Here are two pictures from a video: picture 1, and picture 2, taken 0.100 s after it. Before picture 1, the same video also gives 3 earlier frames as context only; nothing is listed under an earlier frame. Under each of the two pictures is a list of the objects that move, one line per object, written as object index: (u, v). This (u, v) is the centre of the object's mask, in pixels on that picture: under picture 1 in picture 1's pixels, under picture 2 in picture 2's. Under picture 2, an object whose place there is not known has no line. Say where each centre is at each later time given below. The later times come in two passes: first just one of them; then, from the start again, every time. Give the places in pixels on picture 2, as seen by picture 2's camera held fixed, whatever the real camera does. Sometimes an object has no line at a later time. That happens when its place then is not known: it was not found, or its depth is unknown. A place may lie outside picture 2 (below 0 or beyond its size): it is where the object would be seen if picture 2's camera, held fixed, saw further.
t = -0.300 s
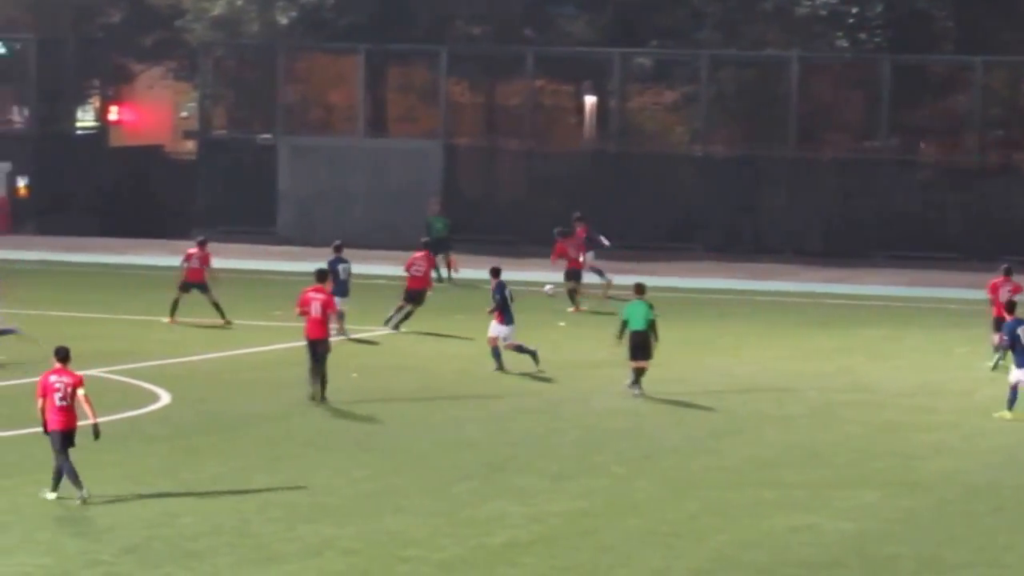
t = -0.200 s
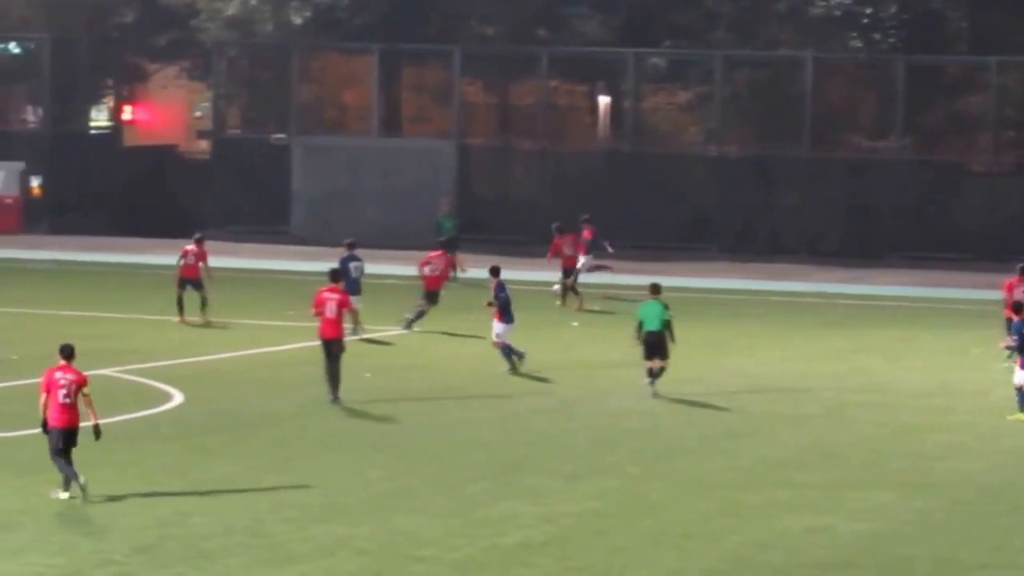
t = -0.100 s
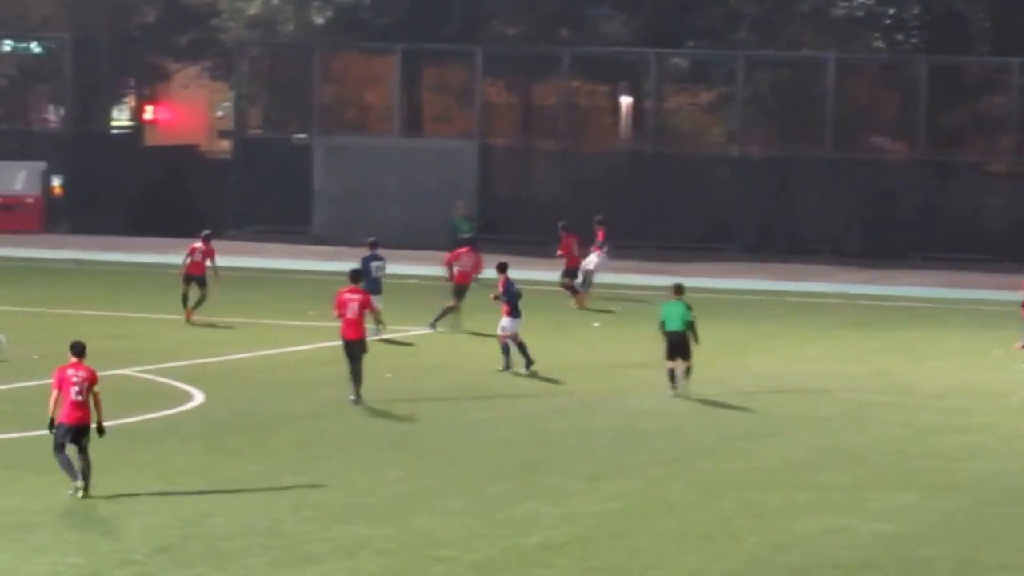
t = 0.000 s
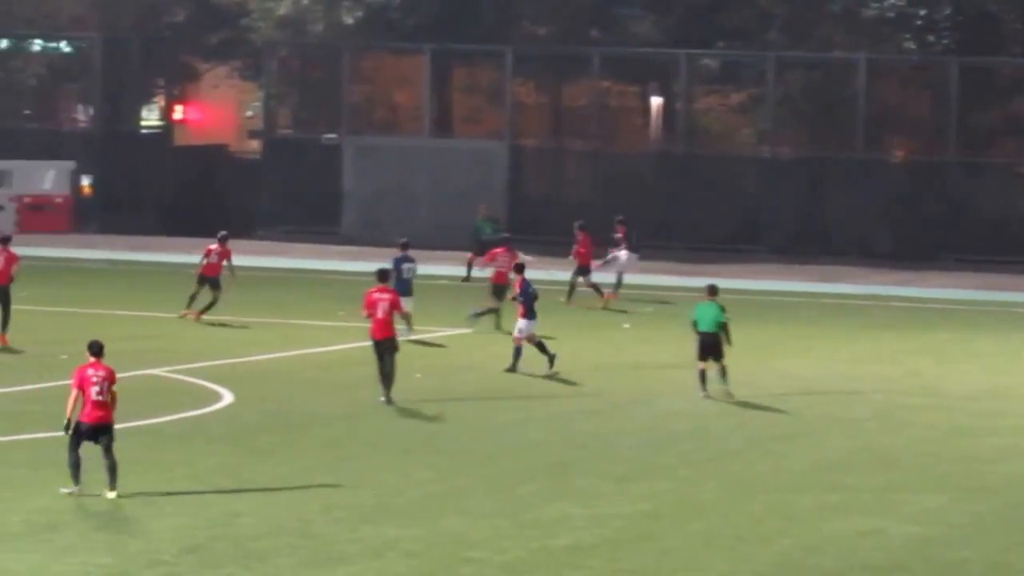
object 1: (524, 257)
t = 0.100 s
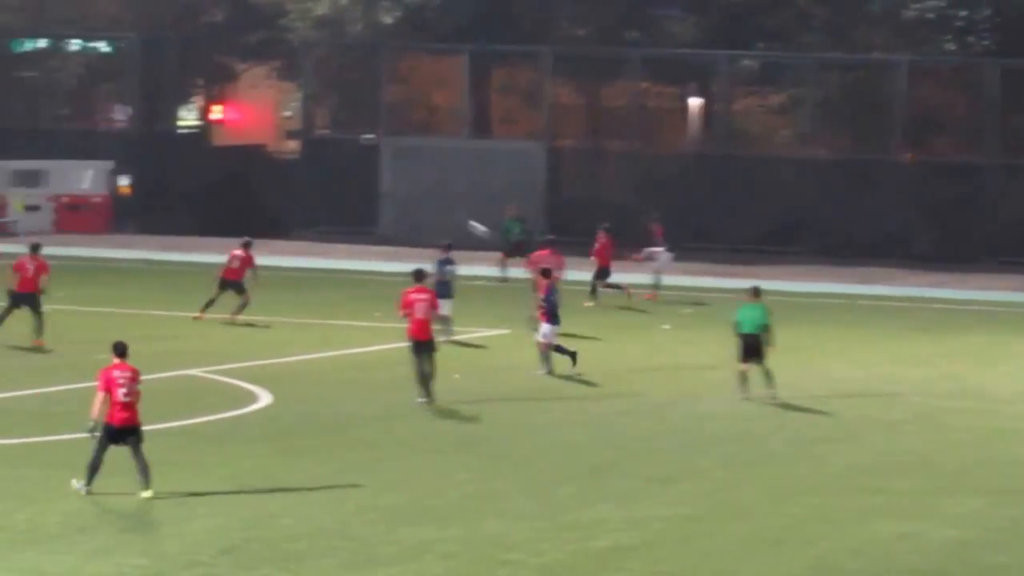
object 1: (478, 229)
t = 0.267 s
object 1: (353, 188)
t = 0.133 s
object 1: (453, 219)
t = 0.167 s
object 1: (427, 211)
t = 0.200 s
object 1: (402, 202)
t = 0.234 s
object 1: (376, 195)
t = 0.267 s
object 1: (353, 188)
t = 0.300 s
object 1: (328, 183)
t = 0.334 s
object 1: (307, 177)
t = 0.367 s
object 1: (284, 171)
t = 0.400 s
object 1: (261, 167)
